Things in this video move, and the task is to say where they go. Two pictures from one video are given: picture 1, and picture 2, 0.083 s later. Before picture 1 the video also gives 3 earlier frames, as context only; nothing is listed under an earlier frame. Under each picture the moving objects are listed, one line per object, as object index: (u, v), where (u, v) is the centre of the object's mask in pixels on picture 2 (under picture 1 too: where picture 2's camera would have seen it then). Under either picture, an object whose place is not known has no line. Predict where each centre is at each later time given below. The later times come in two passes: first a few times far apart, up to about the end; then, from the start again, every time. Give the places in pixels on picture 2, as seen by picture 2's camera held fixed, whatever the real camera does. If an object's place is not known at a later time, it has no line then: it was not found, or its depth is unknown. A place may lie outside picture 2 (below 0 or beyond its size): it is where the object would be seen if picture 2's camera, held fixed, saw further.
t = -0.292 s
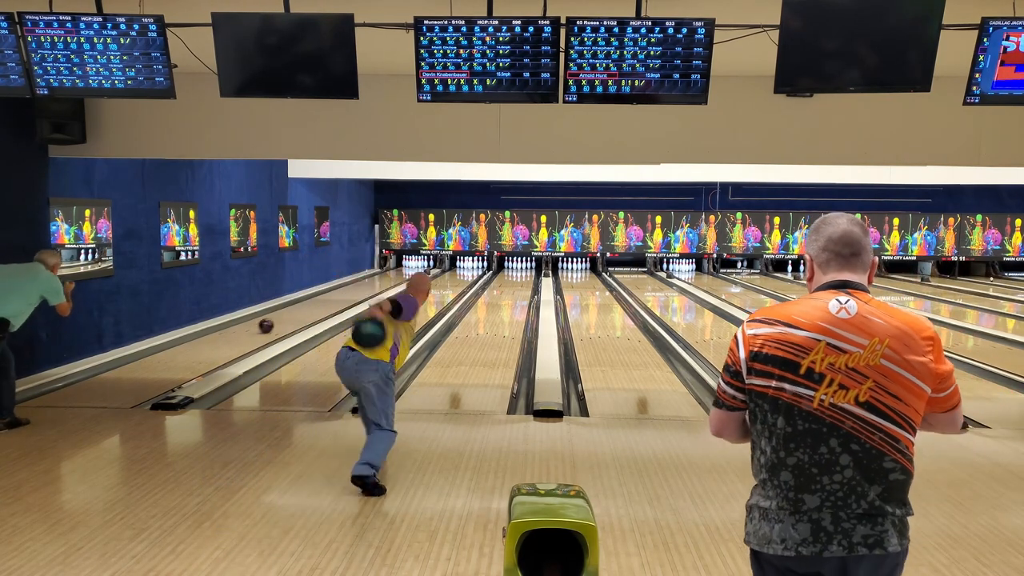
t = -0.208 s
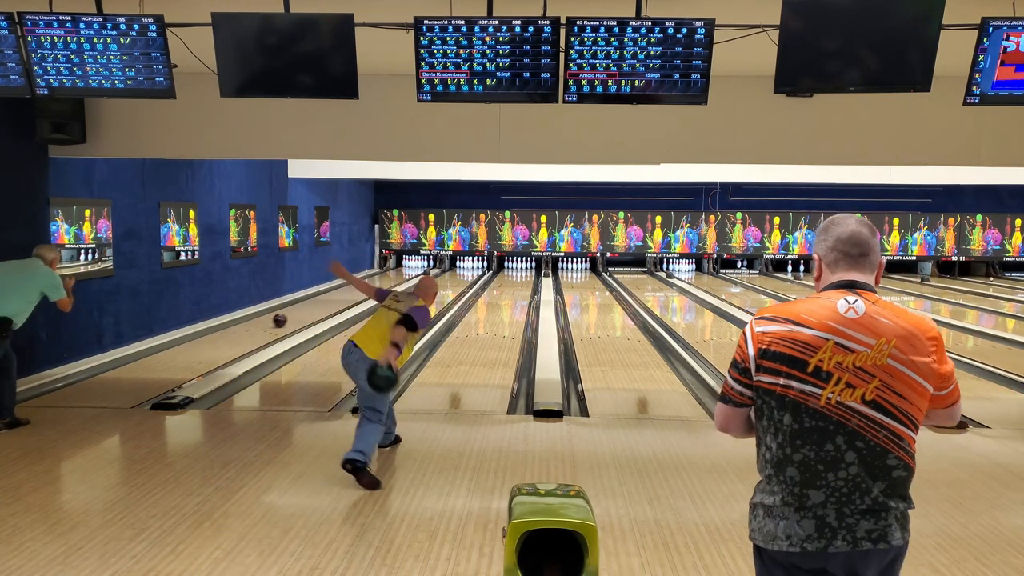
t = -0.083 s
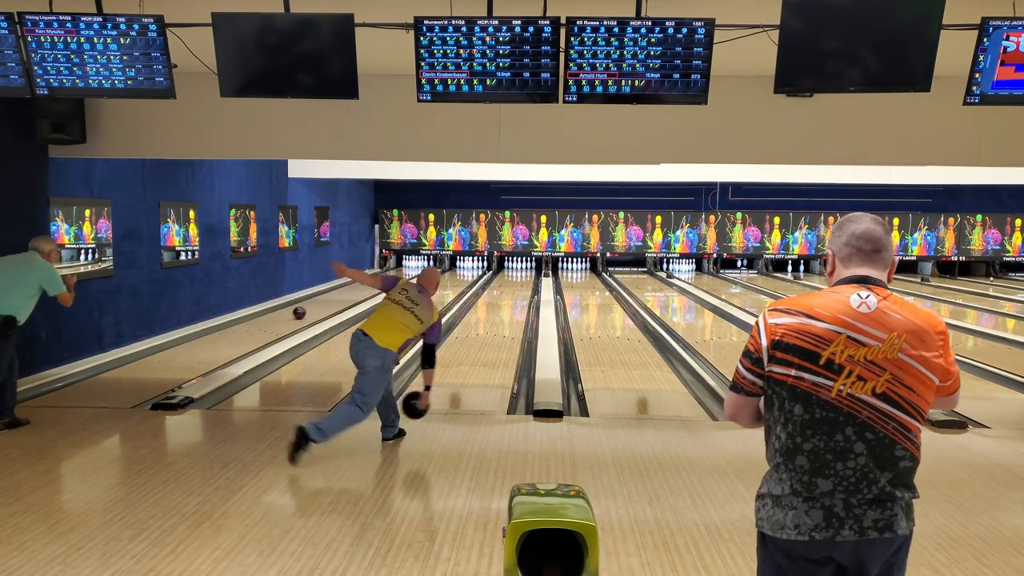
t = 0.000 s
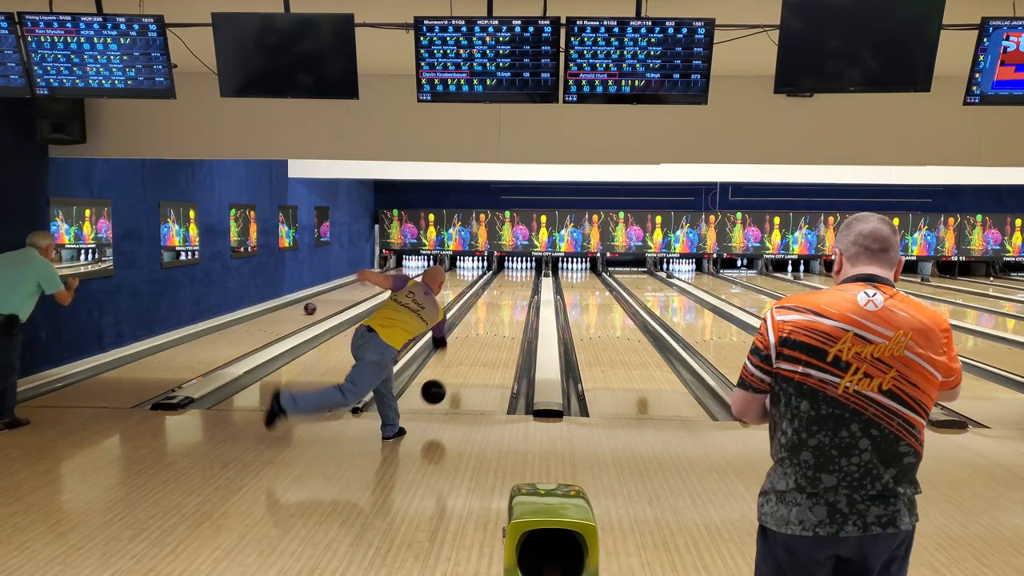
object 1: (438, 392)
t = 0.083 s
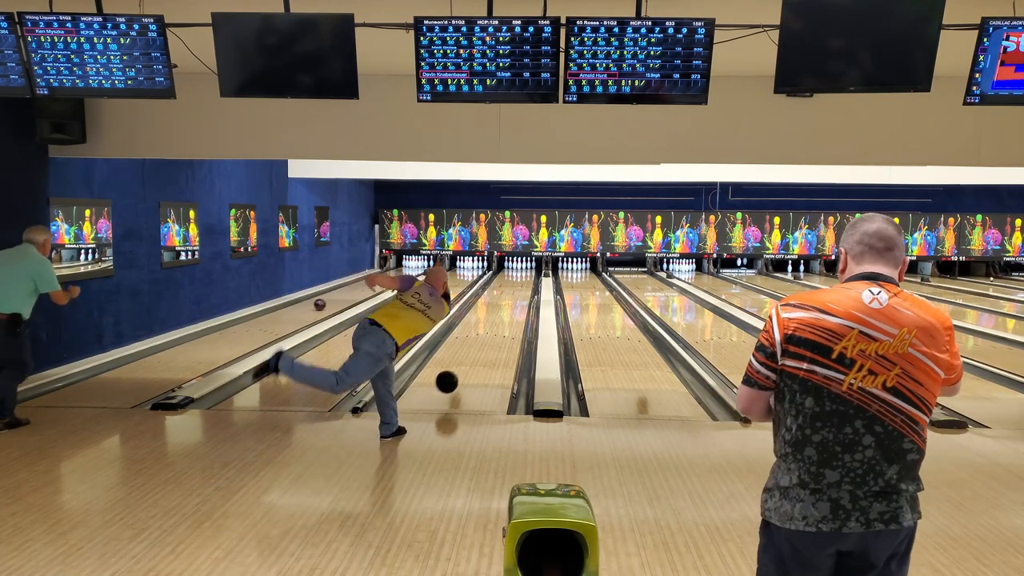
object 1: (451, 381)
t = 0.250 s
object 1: (468, 365)
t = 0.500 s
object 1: (488, 337)
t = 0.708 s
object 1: (499, 321)
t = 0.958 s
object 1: (510, 307)
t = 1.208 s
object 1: (517, 296)
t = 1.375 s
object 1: (520, 290)
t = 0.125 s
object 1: (456, 380)
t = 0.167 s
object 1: (462, 377)
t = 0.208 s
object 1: (465, 372)
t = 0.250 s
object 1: (468, 365)
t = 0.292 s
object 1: (471, 361)
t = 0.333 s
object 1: (475, 354)
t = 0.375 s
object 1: (478, 350)
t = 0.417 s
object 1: (482, 345)
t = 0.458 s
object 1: (484, 341)
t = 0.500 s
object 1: (488, 337)
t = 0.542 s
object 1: (490, 334)
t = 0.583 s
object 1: (493, 330)
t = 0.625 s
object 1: (495, 327)
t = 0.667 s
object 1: (498, 324)
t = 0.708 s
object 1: (499, 321)
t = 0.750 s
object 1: (502, 318)
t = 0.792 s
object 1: (503, 316)
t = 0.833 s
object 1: (505, 313)
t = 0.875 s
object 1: (507, 311)
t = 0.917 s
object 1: (508, 308)
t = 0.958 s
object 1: (510, 307)
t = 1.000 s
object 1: (511, 304)
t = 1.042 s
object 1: (512, 303)
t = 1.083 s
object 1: (514, 300)
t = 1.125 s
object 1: (515, 299)
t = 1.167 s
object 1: (516, 297)
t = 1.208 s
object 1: (517, 296)
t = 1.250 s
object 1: (518, 294)
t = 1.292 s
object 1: (518, 294)
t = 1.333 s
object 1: (520, 291)
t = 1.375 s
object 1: (520, 290)
